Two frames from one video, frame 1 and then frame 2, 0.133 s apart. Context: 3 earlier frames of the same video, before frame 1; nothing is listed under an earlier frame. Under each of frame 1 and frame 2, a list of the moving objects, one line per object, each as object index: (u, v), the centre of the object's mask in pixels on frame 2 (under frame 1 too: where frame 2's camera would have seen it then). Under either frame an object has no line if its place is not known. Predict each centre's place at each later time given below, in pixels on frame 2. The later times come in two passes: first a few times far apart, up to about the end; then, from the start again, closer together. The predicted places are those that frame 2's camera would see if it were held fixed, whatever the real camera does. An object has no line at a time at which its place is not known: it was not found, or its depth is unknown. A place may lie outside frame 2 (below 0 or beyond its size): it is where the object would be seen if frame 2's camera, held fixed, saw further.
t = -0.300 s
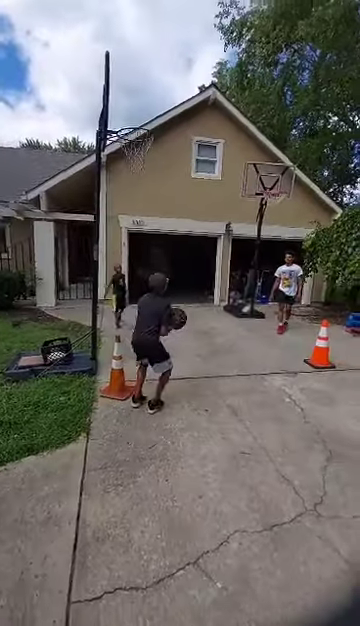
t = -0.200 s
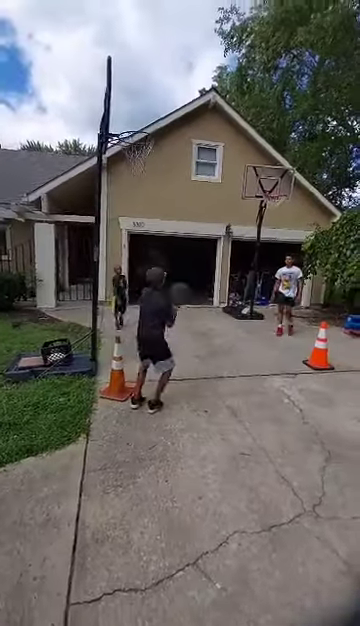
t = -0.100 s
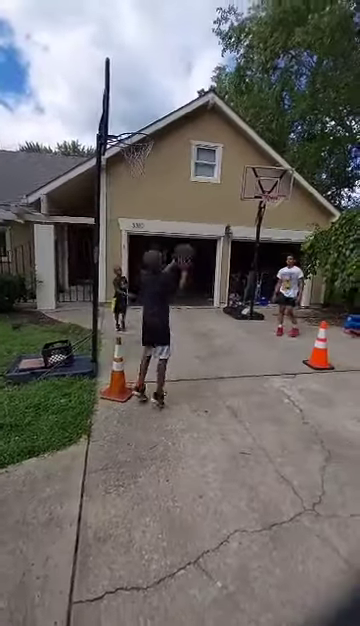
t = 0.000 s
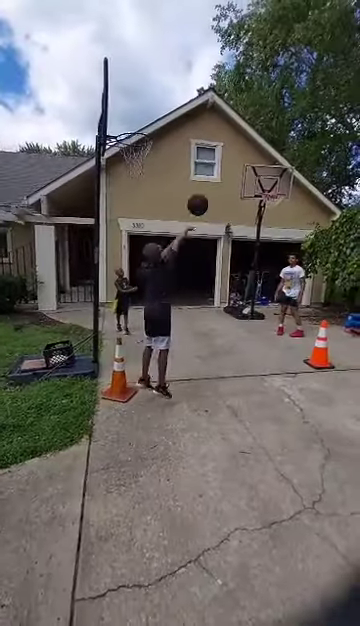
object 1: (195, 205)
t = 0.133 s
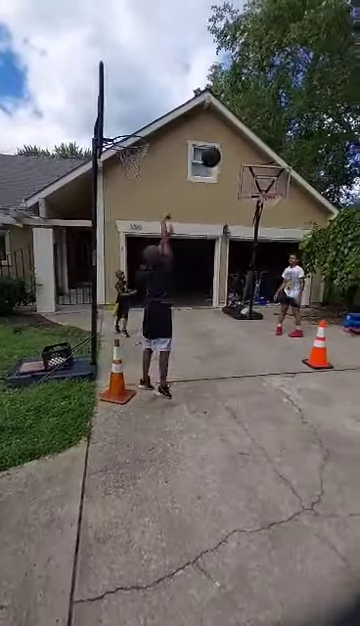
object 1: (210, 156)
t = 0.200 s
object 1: (217, 141)
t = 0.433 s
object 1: (236, 121)
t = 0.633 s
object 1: (247, 132)
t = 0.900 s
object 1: (255, 173)
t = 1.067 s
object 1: (253, 206)
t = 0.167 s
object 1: (213, 149)
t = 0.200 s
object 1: (217, 141)
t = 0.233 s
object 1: (220, 135)
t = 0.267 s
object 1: (223, 132)
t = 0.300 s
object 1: (225, 128)
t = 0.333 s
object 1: (228, 123)
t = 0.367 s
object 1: (231, 120)
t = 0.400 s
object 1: (232, 121)
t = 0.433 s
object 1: (236, 121)
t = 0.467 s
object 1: (237, 121)
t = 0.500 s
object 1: (239, 124)
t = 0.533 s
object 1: (240, 125)
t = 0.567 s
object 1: (242, 127)
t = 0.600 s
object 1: (245, 129)
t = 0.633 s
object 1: (247, 132)
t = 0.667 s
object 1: (248, 136)
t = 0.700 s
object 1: (249, 140)
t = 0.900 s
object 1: (255, 173)
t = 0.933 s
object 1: (256, 182)
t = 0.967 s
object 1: (256, 188)
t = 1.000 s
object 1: (257, 195)
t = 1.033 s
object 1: (254, 201)
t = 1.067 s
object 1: (253, 206)
